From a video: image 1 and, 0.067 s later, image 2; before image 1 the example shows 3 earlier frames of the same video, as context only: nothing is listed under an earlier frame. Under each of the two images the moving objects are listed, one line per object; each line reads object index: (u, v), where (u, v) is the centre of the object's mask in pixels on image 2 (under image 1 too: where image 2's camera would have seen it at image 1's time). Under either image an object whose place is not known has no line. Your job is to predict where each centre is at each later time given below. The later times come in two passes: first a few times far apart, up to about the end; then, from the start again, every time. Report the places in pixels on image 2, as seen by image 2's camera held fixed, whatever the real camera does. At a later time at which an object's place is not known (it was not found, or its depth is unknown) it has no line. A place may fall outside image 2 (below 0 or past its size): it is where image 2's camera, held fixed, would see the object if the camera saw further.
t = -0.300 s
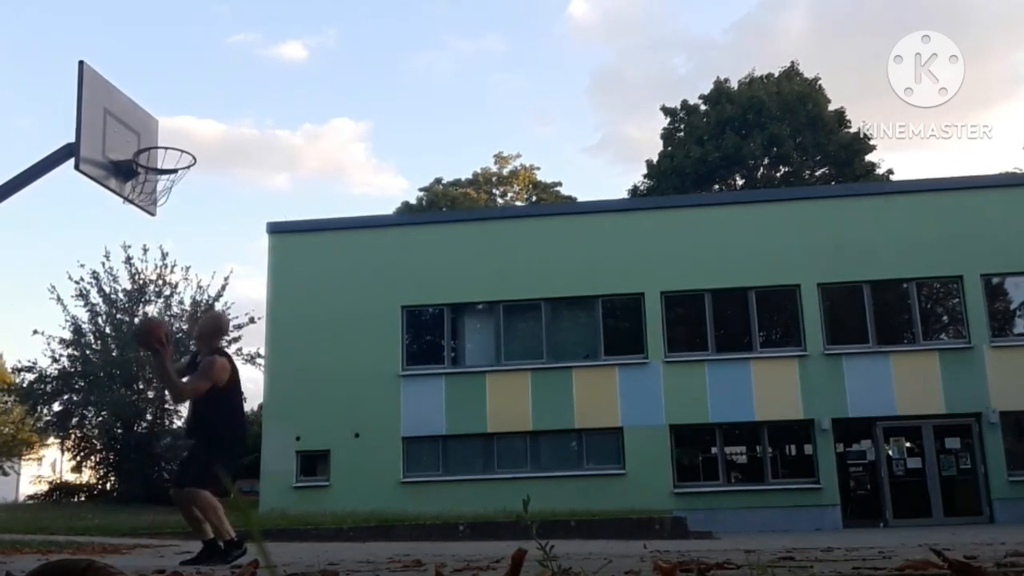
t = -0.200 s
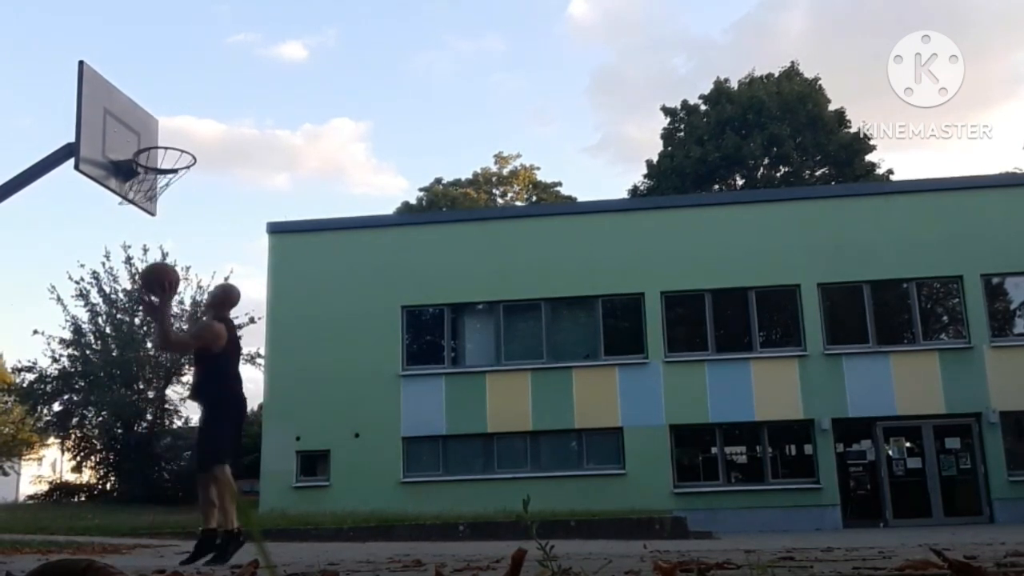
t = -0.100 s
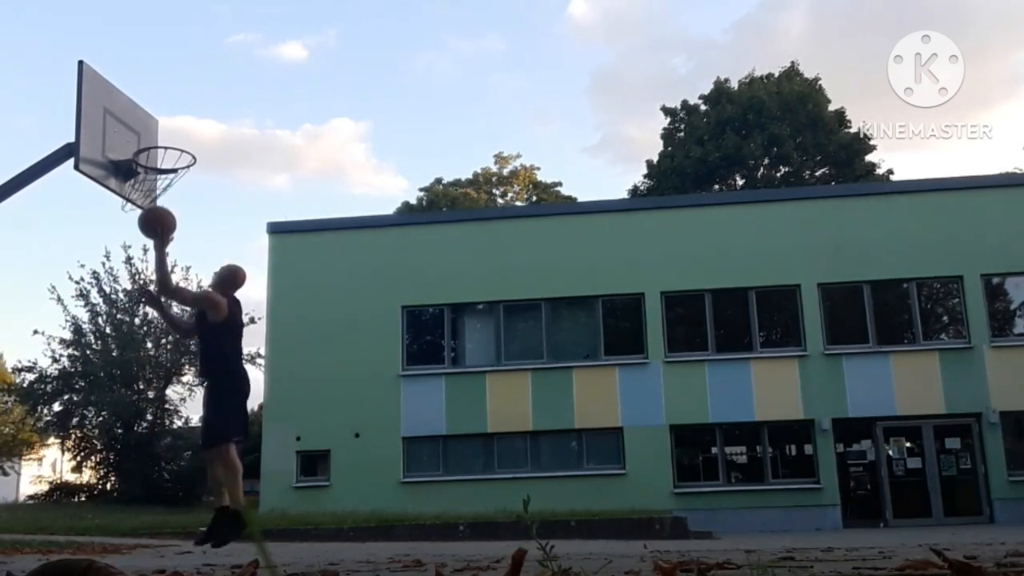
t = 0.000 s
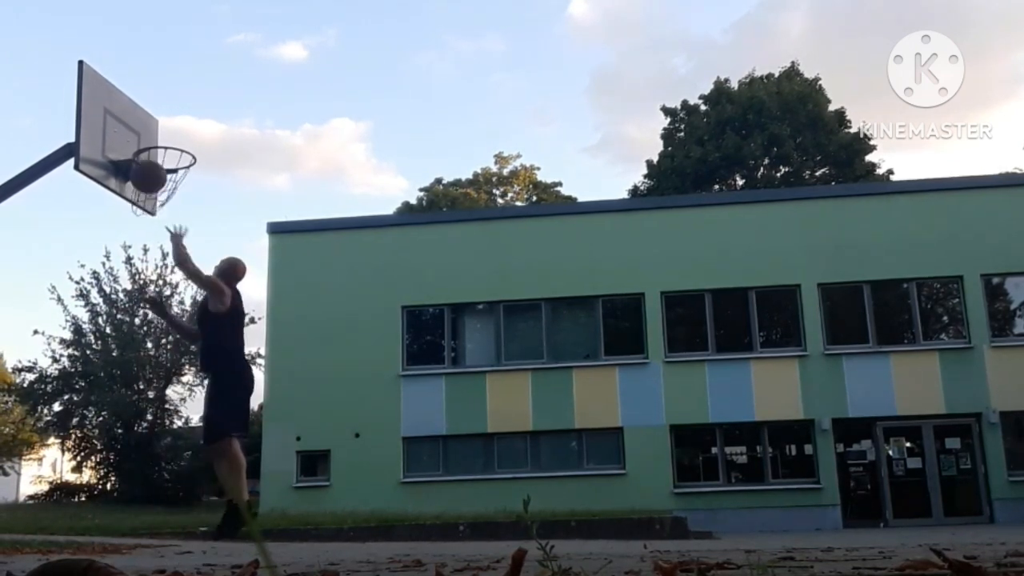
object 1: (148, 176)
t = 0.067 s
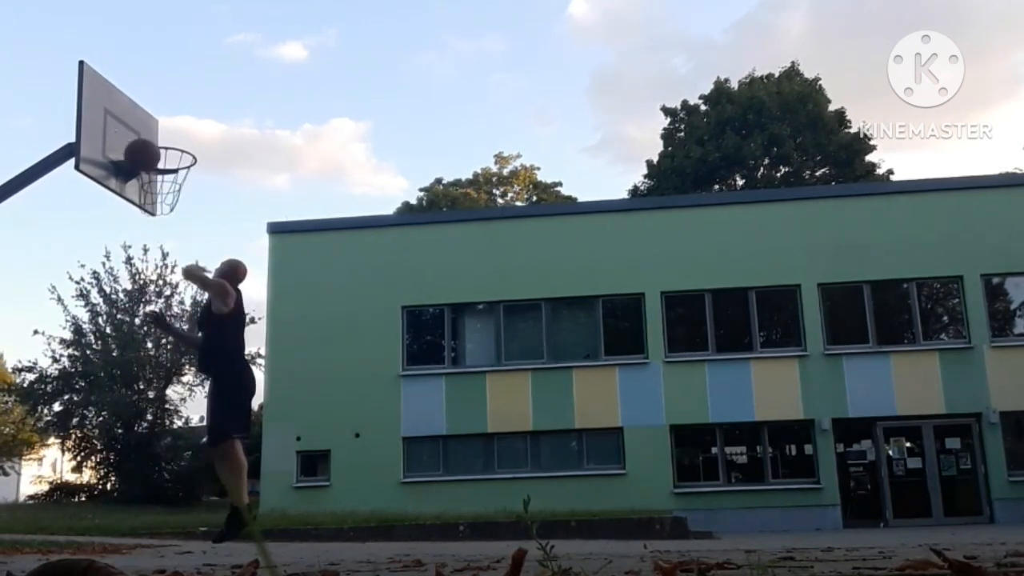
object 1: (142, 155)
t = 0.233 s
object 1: (127, 128)
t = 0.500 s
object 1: (145, 137)
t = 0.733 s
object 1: (172, 170)
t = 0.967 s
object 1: (179, 187)
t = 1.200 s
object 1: (175, 219)
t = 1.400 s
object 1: (165, 306)
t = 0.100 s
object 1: (139, 147)
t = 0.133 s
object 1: (136, 140)
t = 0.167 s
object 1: (133, 135)
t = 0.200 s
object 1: (130, 131)
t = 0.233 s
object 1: (127, 128)
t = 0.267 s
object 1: (124, 127)
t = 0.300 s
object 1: (121, 127)
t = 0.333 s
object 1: (118, 129)
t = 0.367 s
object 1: (121, 131)
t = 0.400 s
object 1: (129, 134)
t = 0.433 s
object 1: (136, 138)
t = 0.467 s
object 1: (141, 137)
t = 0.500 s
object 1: (145, 137)
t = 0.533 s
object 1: (149, 138)
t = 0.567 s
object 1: (153, 140)
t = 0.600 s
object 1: (157, 144)
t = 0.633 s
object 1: (161, 148)
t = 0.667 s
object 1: (165, 156)
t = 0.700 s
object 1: (168, 162)
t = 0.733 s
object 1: (172, 170)
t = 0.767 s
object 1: (175, 176)
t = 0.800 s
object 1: (177, 178)
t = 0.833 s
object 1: (178, 180)
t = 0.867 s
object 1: (179, 181)
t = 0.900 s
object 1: (179, 182)
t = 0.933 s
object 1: (179, 184)
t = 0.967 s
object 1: (179, 187)
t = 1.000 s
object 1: (178, 190)
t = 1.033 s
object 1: (178, 193)
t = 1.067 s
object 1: (177, 197)
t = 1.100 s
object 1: (176, 202)
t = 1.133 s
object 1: (176, 206)
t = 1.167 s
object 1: (175, 212)
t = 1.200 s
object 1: (175, 219)
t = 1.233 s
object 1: (173, 227)
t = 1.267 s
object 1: (172, 237)
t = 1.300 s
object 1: (171, 248)
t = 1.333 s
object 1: (170, 260)
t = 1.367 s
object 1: (167, 289)
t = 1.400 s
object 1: (165, 306)
